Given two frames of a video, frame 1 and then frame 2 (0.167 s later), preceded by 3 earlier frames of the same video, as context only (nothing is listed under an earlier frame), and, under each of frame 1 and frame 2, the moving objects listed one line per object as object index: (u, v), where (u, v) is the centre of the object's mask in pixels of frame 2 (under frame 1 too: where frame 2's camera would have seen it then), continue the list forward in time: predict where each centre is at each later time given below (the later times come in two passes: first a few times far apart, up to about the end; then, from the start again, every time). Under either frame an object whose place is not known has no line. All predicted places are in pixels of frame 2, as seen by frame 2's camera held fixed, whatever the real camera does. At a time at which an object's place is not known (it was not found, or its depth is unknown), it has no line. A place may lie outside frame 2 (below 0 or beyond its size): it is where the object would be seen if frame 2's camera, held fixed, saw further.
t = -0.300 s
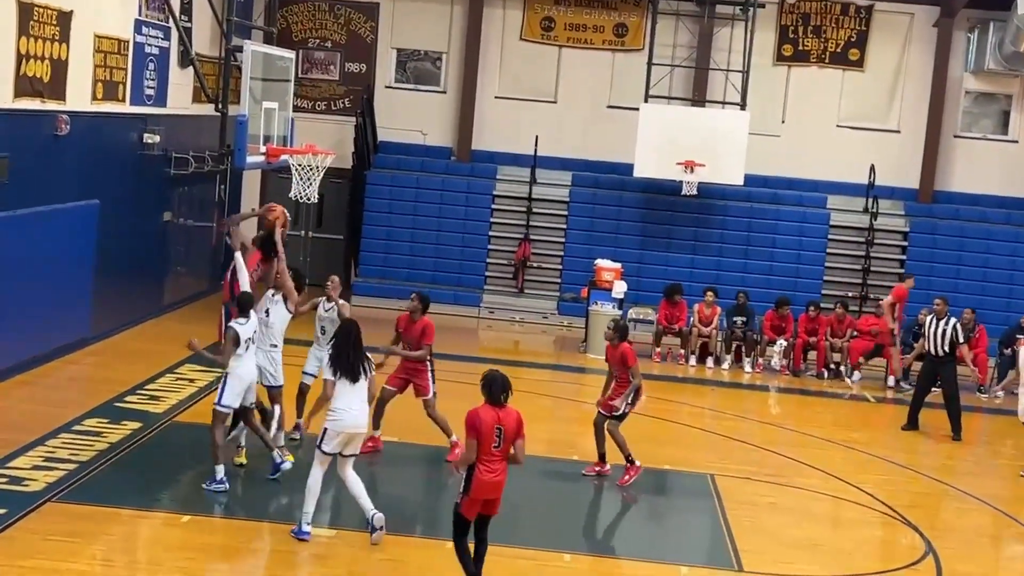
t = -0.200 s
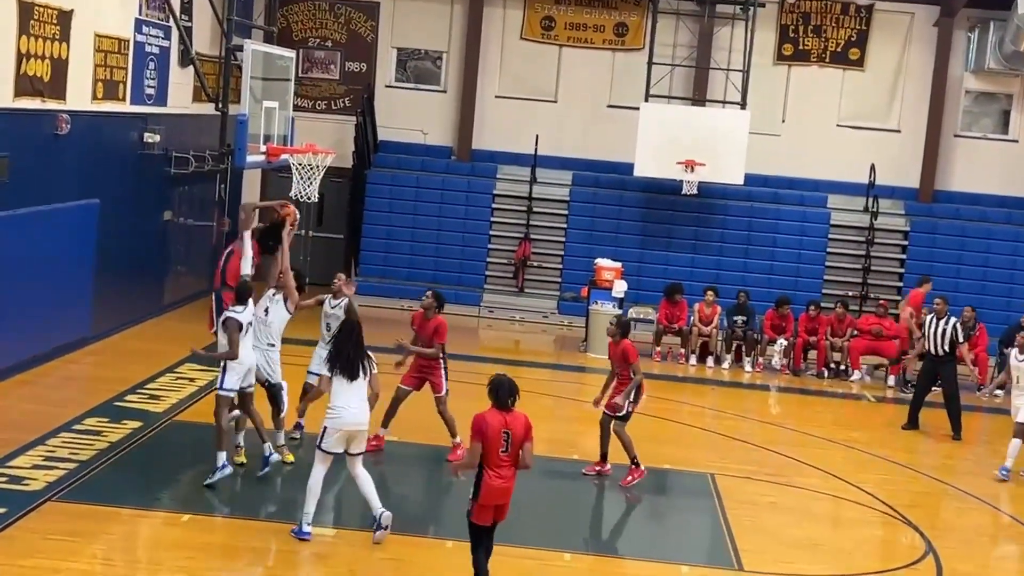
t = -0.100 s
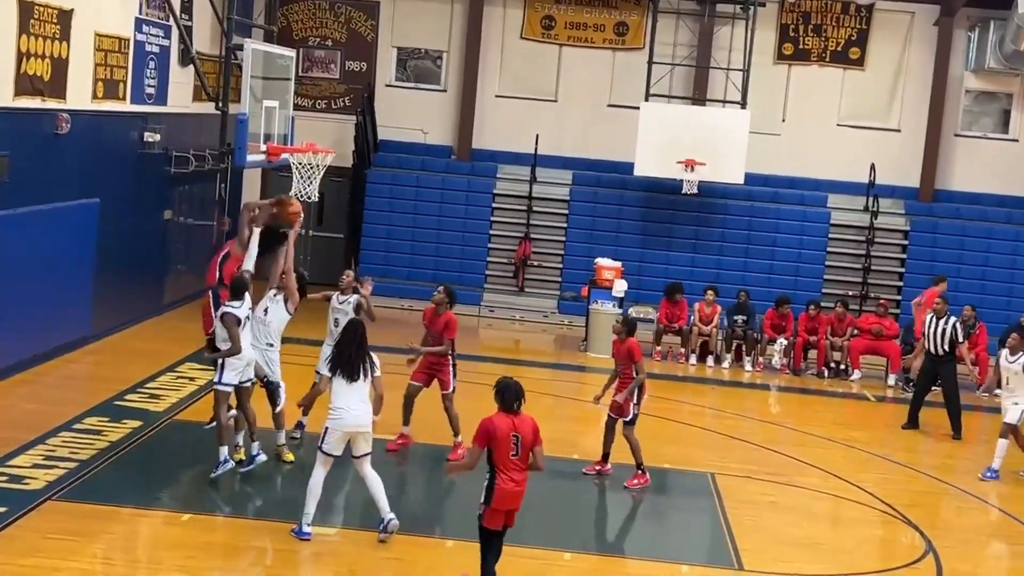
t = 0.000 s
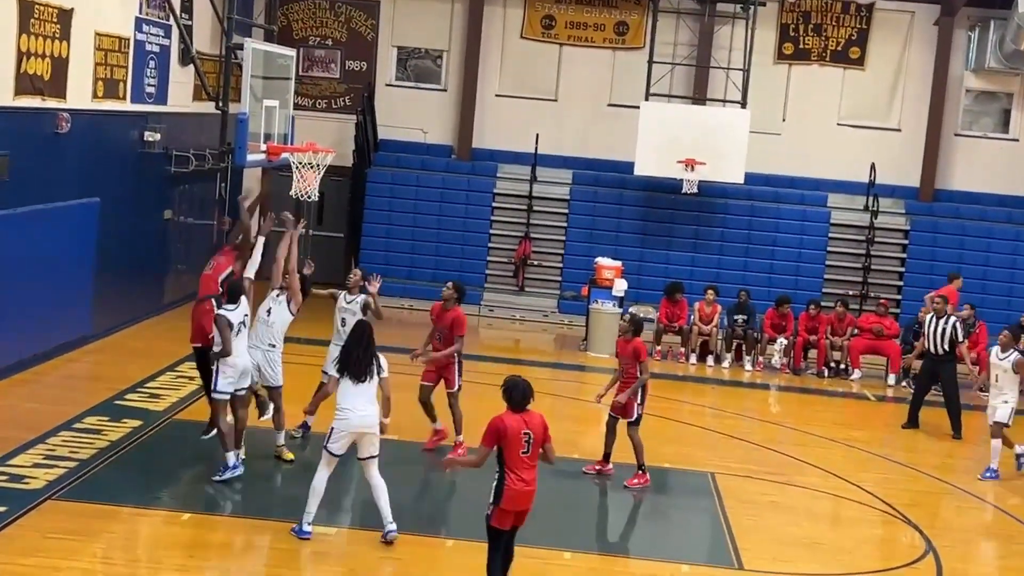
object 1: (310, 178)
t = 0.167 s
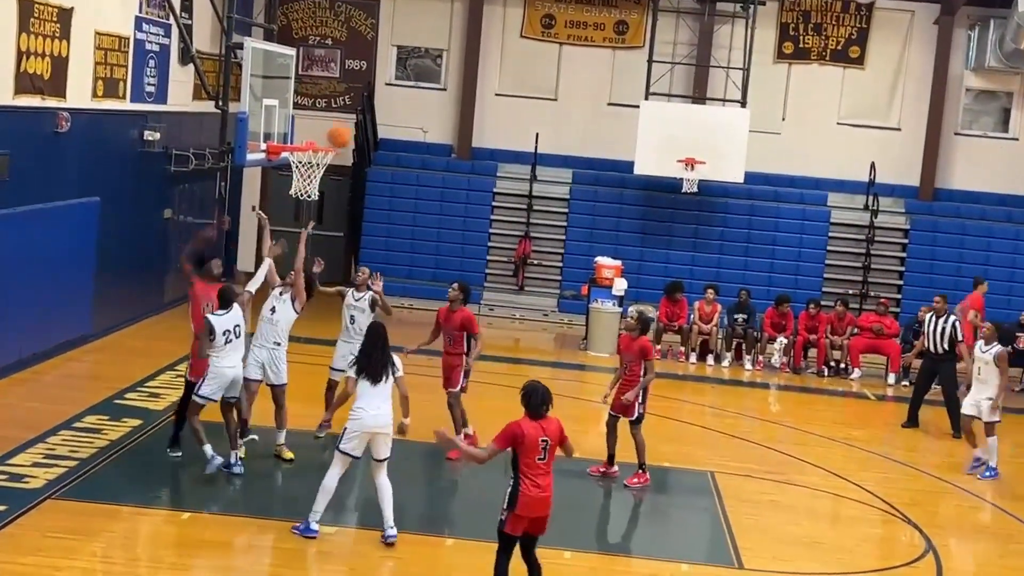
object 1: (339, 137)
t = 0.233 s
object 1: (353, 125)
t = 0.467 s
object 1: (398, 124)
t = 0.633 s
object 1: (428, 156)
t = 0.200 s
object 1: (347, 130)
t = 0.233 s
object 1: (353, 125)
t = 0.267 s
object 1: (361, 121)
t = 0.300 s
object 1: (367, 119)
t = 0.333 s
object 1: (373, 117)
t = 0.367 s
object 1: (379, 118)
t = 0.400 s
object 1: (386, 119)
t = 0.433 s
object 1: (392, 121)
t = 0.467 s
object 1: (398, 124)
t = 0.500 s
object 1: (404, 128)
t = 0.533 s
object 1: (410, 133)
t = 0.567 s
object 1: (416, 141)
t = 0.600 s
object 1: (422, 148)
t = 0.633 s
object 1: (428, 156)
